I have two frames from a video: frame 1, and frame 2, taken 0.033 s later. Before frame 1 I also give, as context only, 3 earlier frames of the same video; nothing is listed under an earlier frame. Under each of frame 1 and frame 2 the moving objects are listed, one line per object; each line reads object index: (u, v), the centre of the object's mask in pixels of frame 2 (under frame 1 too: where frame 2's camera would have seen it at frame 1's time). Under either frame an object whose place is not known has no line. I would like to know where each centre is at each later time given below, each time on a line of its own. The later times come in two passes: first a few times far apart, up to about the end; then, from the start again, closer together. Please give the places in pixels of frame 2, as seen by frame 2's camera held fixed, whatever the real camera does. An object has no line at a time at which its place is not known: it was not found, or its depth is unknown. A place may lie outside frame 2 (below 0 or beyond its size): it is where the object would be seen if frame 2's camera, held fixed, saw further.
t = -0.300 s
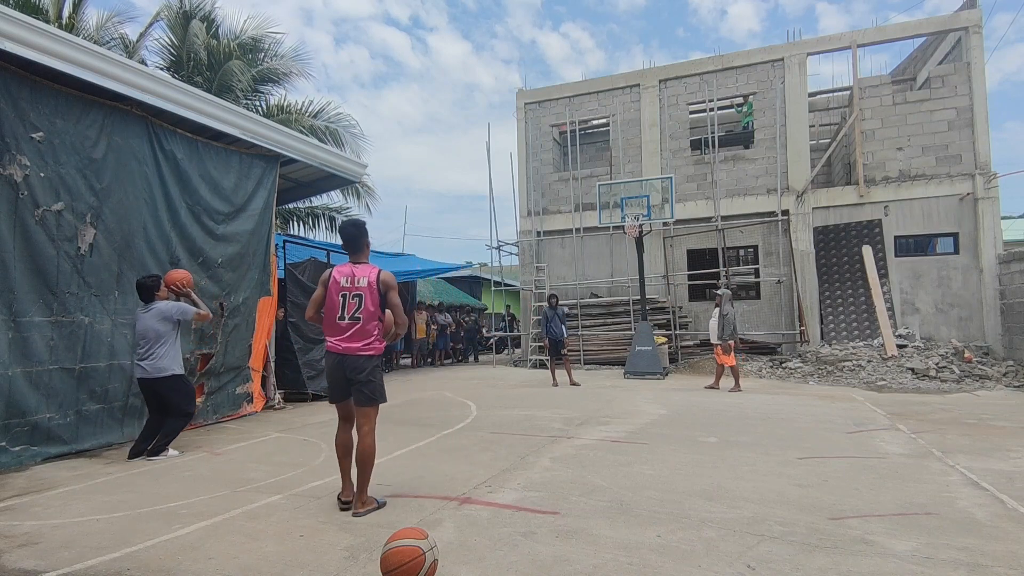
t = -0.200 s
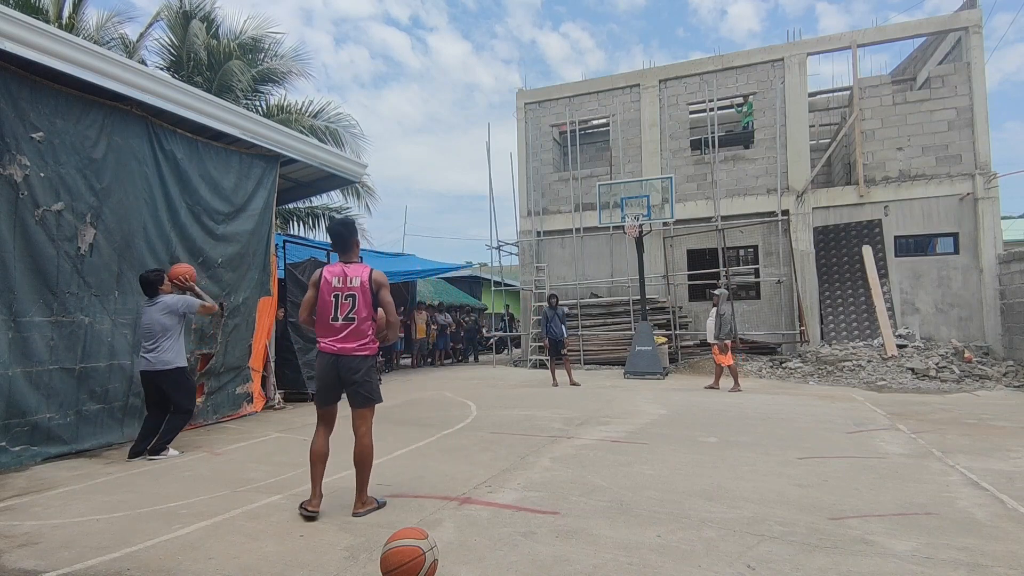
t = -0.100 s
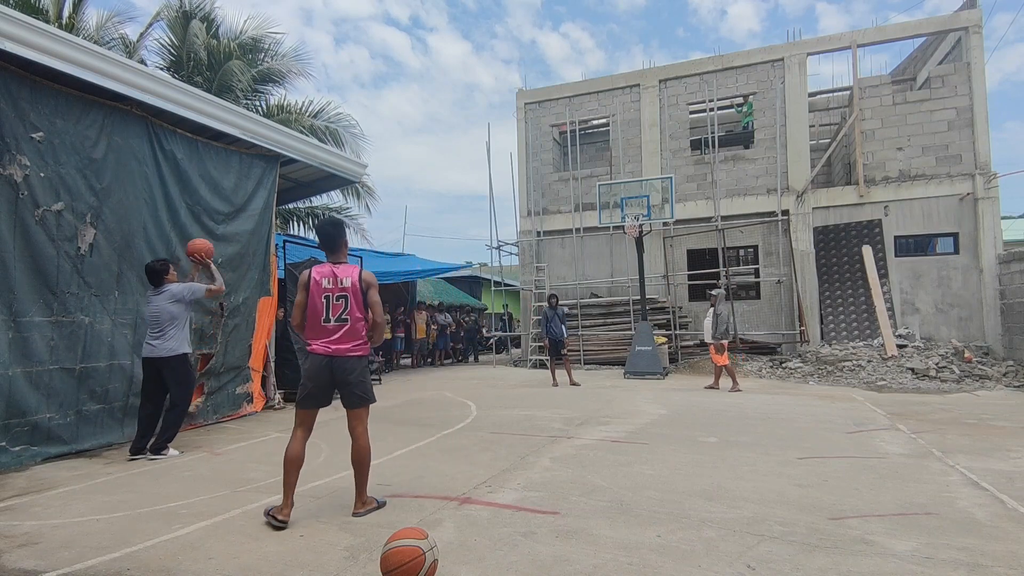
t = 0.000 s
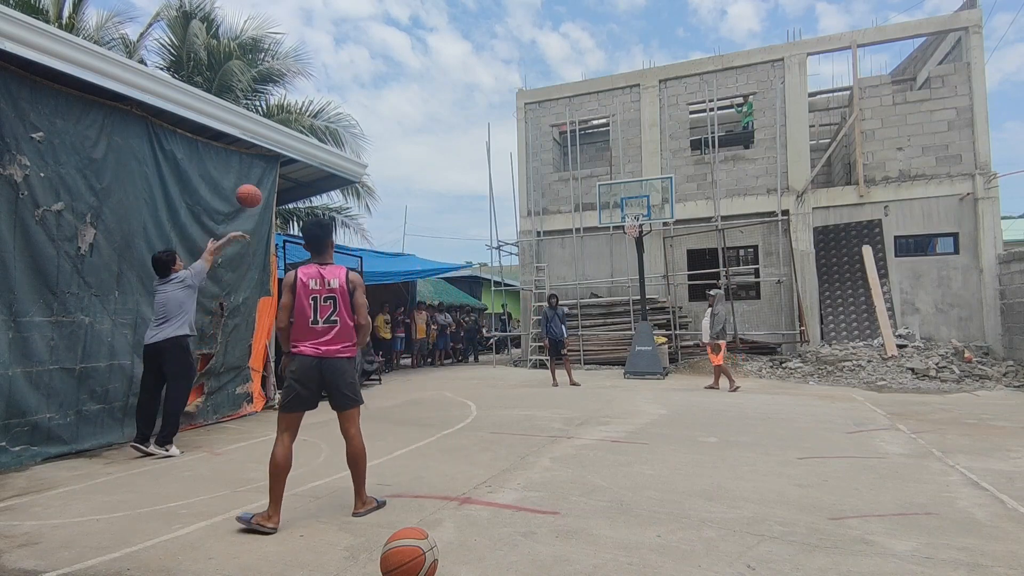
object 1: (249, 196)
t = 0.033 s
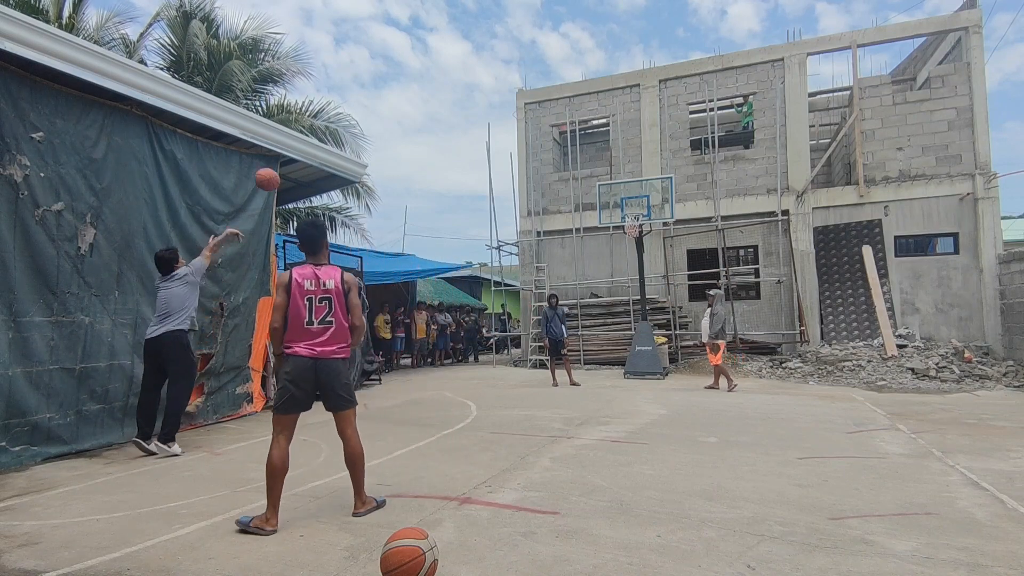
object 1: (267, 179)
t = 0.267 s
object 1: (375, 105)
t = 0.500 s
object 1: (459, 84)
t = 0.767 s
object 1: (535, 106)
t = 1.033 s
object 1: (596, 163)
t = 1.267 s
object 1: (643, 198)
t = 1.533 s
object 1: (699, 177)
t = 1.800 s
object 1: (763, 197)
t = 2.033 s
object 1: (823, 255)
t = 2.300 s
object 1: (901, 372)
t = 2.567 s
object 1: (953, 300)
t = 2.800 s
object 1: (999, 251)
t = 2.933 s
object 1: (1020, 239)
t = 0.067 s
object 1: (285, 165)
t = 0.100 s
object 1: (302, 151)
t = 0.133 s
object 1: (318, 139)
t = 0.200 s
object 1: (348, 119)
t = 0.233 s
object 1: (362, 112)
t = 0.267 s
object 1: (375, 105)
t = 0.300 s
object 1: (389, 99)
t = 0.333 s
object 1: (401, 94)
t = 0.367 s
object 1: (414, 90)
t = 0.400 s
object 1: (425, 88)
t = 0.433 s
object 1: (437, 86)
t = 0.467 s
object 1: (448, 84)
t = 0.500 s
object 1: (459, 84)
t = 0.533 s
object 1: (469, 84)
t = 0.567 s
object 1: (480, 85)
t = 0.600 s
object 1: (489, 87)
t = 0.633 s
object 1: (499, 89)
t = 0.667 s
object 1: (508, 93)
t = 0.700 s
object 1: (518, 96)
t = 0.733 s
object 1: (526, 101)
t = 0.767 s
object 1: (535, 106)
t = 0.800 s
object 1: (543, 111)
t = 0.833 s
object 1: (551, 117)
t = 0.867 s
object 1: (559, 124)
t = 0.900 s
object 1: (567, 130)
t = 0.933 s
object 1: (575, 137)
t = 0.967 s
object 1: (583, 146)
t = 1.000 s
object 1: (589, 154)
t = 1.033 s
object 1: (596, 163)
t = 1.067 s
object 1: (604, 172)
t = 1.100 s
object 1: (610, 182)
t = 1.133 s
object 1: (617, 192)
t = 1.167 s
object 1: (623, 202)
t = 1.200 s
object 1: (629, 208)
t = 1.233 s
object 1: (637, 203)
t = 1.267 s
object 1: (643, 198)
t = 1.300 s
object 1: (650, 194)
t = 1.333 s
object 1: (657, 189)
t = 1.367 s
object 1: (664, 185)
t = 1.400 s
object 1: (671, 183)
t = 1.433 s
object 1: (678, 180)
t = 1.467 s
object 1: (685, 179)
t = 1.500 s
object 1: (692, 178)
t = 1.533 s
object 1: (699, 177)
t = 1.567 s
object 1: (708, 177)
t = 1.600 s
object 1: (715, 178)
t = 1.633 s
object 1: (723, 180)
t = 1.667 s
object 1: (730, 182)
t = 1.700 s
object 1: (738, 185)
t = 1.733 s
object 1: (746, 188)
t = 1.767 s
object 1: (754, 192)
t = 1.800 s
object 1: (763, 197)
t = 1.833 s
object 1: (771, 204)
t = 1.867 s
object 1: (779, 210)
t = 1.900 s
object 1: (788, 217)
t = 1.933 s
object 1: (796, 225)
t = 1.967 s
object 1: (805, 235)
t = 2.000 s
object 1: (815, 244)
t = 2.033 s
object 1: (823, 255)
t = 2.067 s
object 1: (832, 266)
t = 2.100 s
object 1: (842, 278)
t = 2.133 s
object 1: (851, 291)
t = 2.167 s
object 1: (861, 305)
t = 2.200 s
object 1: (870, 321)
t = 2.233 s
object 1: (880, 337)
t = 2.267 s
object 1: (890, 354)
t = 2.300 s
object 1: (901, 372)
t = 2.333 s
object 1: (910, 385)
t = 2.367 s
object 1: (916, 370)
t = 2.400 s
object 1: (922, 357)
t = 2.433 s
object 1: (928, 344)
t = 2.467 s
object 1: (934, 332)
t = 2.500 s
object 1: (940, 320)
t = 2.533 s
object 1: (946, 309)
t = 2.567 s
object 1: (953, 300)
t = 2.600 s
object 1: (959, 290)
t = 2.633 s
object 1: (965, 282)
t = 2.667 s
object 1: (972, 274)
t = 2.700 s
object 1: (979, 267)
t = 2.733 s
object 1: (986, 261)
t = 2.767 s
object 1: (993, 255)
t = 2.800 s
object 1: (999, 251)
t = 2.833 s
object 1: (1006, 246)
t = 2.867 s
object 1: (1013, 243)
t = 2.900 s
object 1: (1017, 241)
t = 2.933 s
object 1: (1020, 239)
